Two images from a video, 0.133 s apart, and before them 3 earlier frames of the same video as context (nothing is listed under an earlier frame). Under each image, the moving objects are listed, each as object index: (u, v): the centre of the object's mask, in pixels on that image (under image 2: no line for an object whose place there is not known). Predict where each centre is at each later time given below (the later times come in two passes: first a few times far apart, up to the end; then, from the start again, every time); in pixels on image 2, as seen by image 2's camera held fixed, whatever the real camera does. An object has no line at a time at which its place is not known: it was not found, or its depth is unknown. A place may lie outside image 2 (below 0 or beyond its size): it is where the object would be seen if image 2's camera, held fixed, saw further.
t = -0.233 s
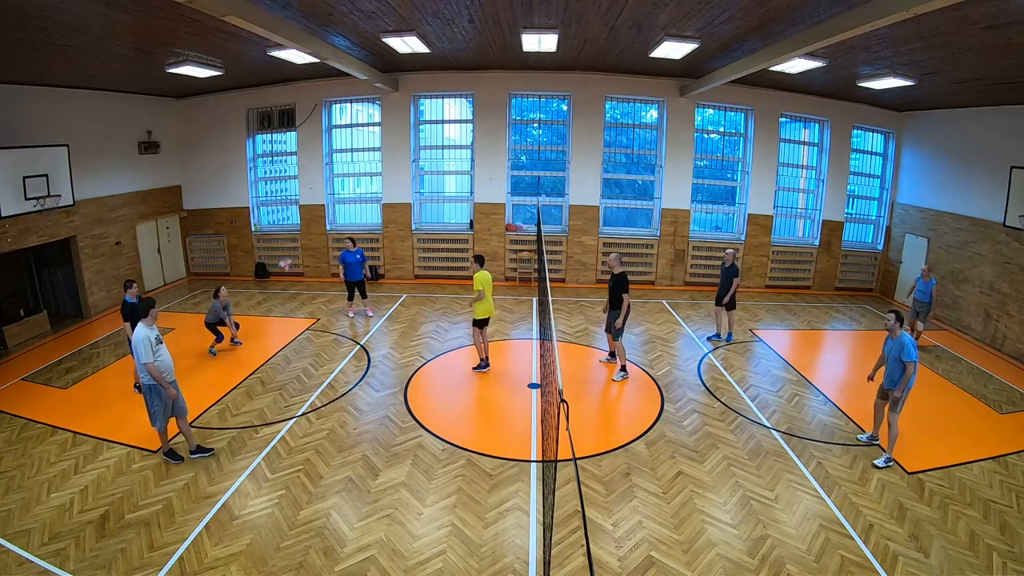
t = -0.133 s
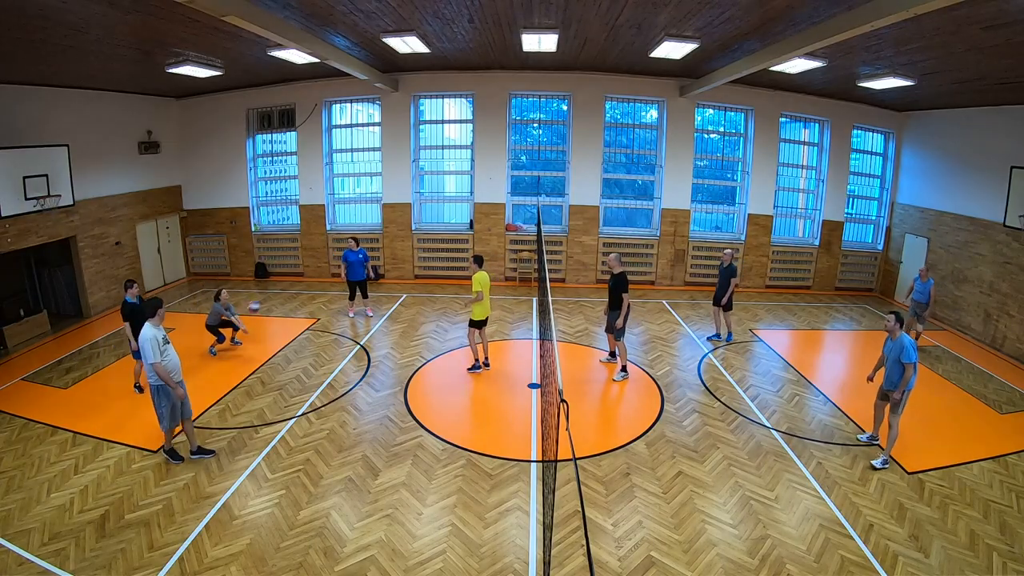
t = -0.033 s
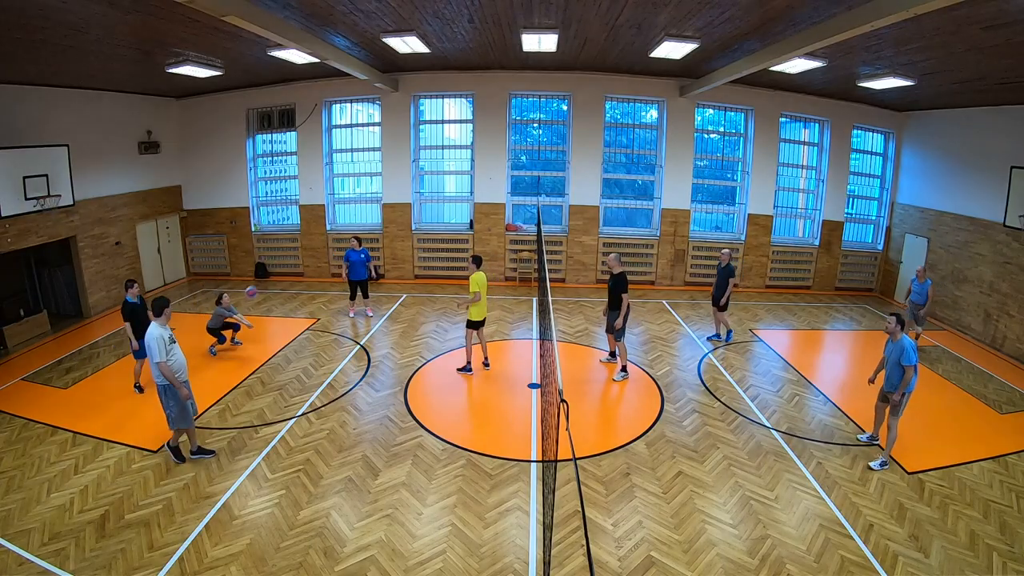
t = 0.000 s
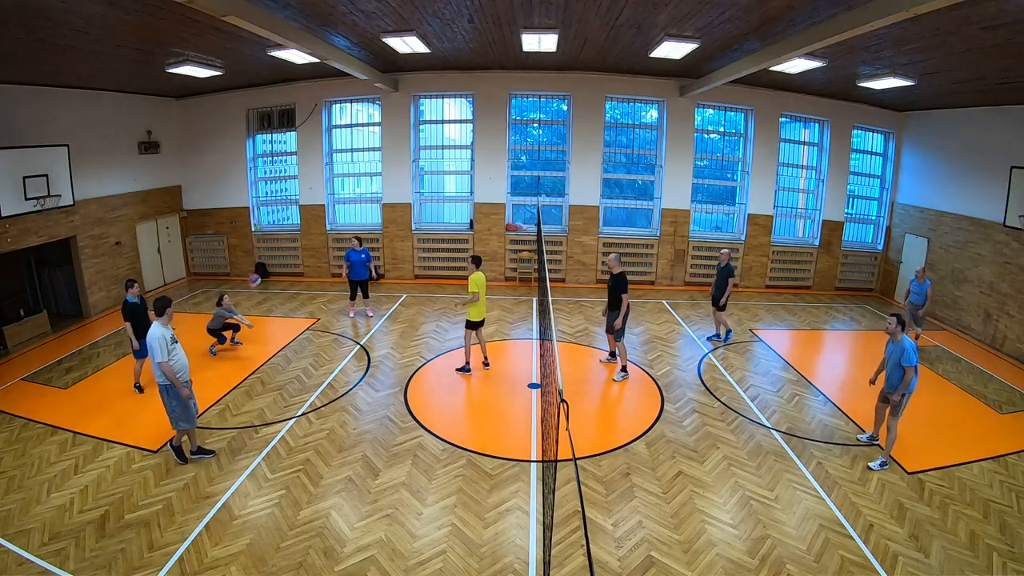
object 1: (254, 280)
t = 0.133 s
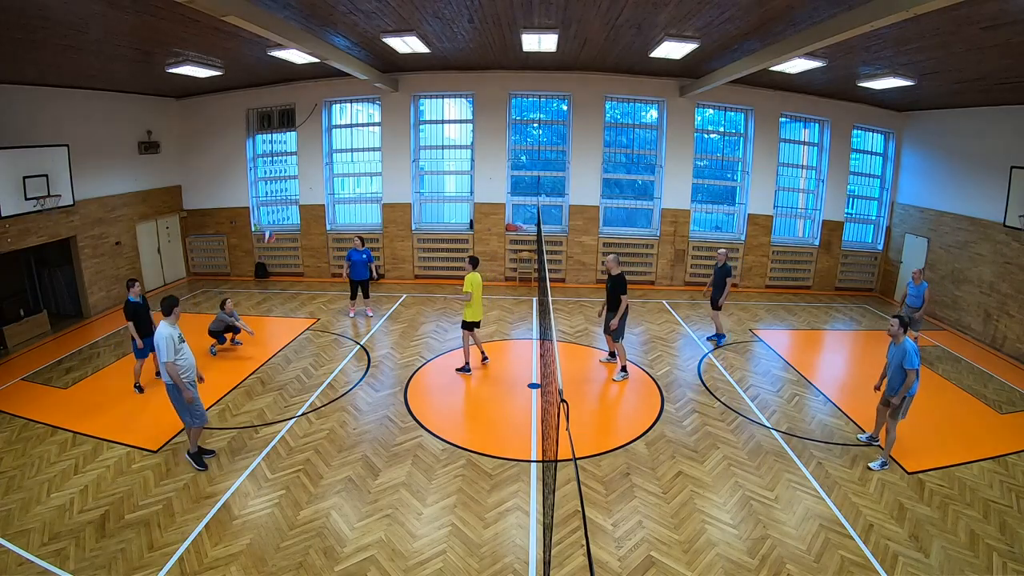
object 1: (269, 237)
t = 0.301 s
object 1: (290, 196)
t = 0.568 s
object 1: (328, 163)
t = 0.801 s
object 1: (365, 172)
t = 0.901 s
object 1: (381, 186)
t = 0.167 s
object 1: (274, 227)
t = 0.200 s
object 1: (277, 218)
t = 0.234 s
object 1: (281, 210)
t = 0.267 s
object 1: (285, 203)
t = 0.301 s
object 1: (290, 196)
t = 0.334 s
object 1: (294, 189)
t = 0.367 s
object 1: (299, 183)
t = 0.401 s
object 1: (304, 178)
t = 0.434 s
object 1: (309, 174)
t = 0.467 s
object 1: (313, 170)
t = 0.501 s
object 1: (319, 167)
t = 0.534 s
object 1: (324, 165)
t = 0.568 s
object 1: (328, 163)
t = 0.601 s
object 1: (333, 162)
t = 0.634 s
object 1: (339, 162)
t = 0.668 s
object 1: (344, 163)
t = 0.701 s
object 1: (349, 164)
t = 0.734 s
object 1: (354, 166)
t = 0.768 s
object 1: (360, 169)
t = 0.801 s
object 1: (365, 172)
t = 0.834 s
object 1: (371, 176)
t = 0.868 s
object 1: (376, 180)
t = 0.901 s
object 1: (381, 186)
